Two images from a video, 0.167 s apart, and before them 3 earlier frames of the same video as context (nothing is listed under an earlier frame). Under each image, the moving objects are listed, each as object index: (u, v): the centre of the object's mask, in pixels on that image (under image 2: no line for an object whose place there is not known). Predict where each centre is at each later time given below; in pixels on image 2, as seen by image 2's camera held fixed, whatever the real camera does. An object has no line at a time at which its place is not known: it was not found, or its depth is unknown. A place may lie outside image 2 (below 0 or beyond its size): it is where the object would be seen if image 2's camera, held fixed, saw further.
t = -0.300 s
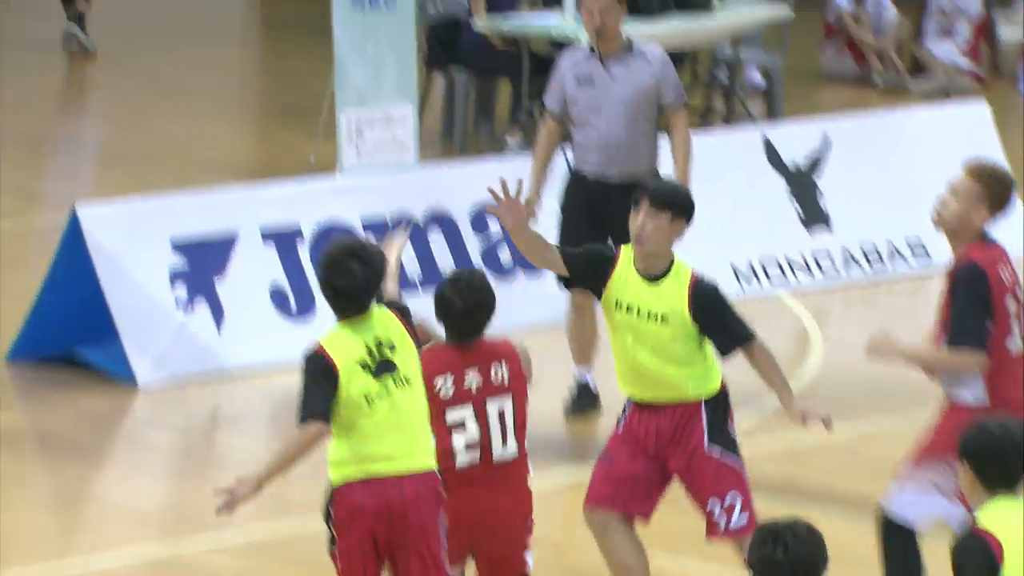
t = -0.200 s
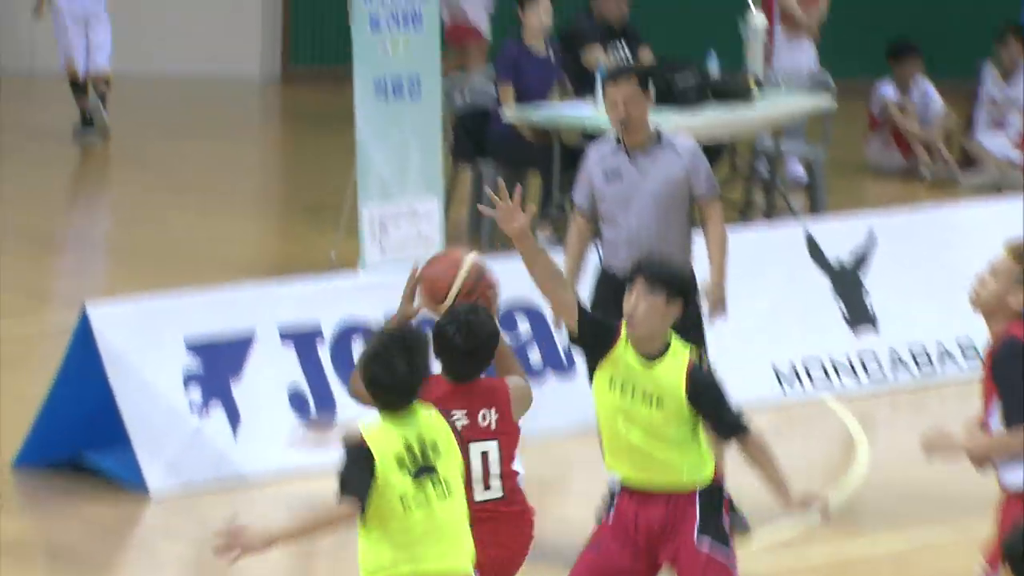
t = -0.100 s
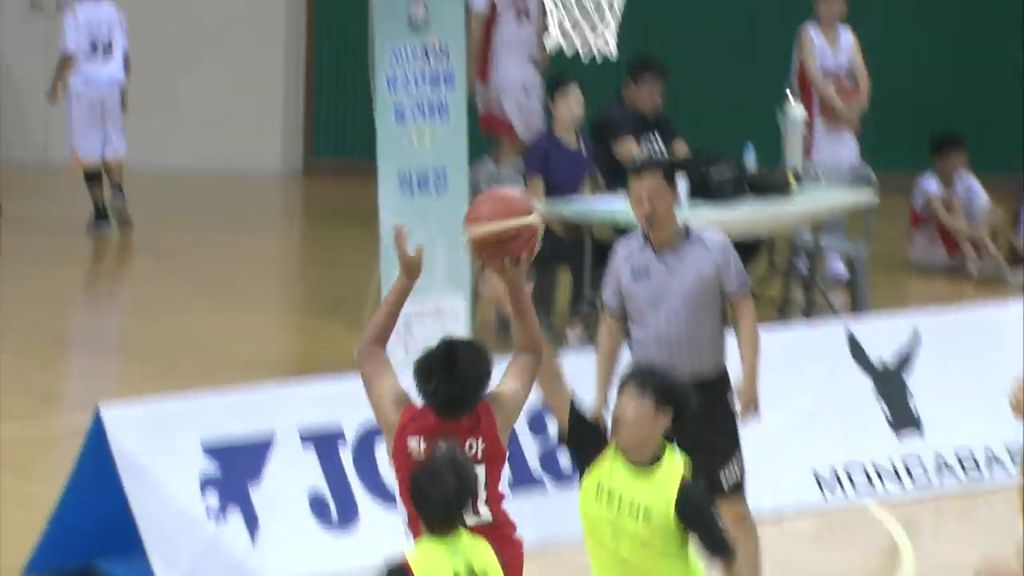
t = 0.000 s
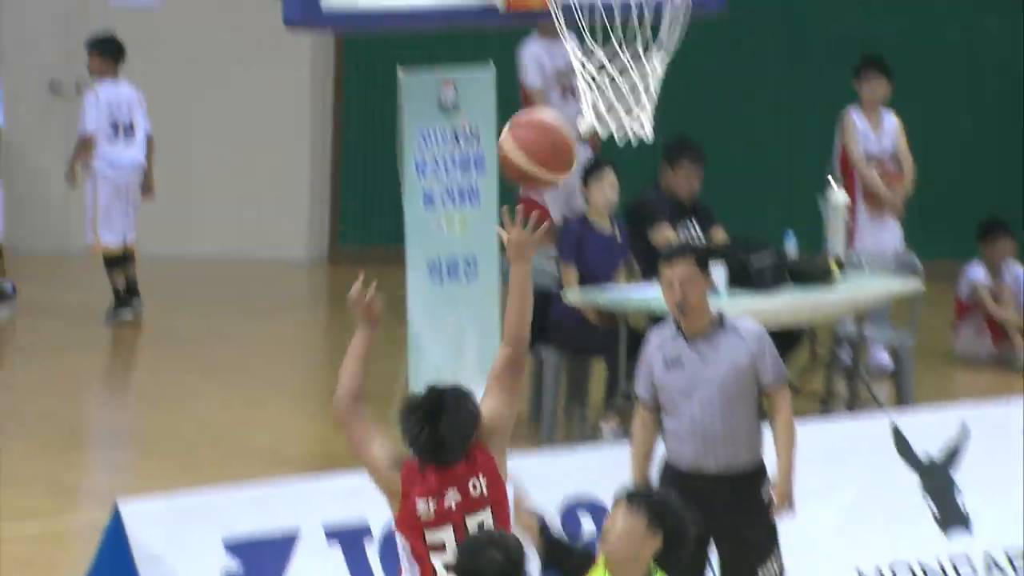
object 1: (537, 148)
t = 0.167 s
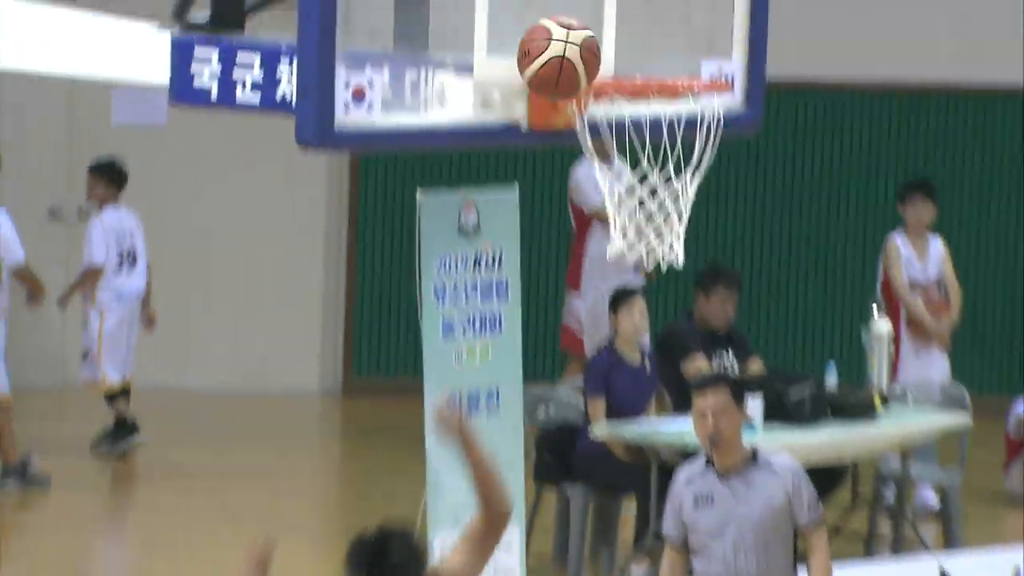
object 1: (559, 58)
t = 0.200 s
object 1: (557, 27)
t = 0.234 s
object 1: (556, 0)
